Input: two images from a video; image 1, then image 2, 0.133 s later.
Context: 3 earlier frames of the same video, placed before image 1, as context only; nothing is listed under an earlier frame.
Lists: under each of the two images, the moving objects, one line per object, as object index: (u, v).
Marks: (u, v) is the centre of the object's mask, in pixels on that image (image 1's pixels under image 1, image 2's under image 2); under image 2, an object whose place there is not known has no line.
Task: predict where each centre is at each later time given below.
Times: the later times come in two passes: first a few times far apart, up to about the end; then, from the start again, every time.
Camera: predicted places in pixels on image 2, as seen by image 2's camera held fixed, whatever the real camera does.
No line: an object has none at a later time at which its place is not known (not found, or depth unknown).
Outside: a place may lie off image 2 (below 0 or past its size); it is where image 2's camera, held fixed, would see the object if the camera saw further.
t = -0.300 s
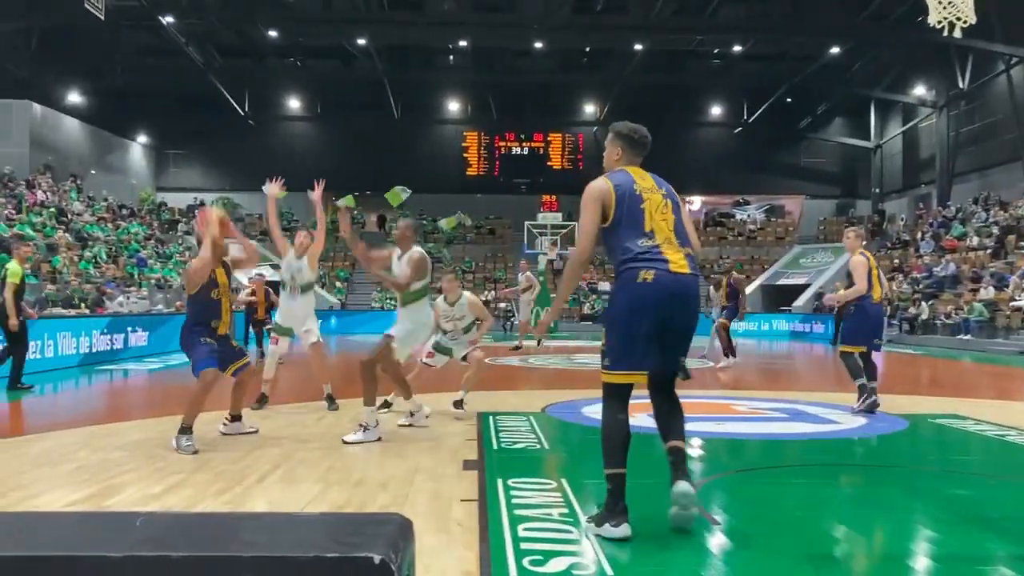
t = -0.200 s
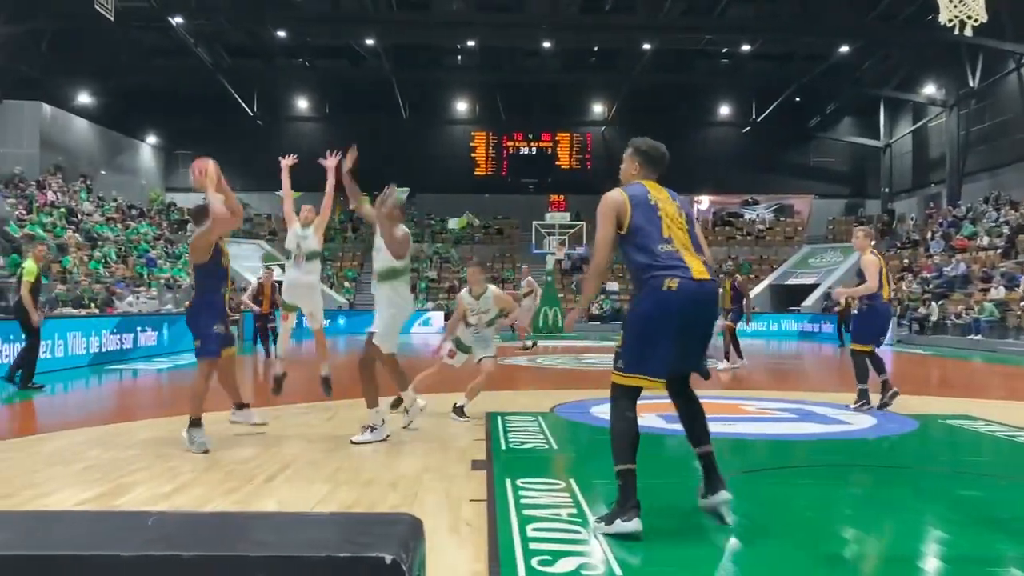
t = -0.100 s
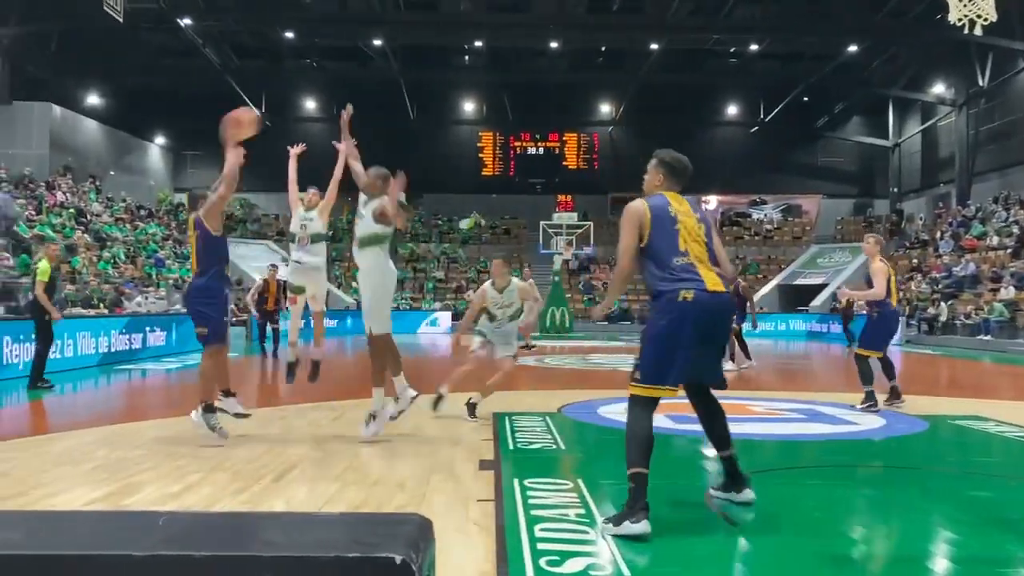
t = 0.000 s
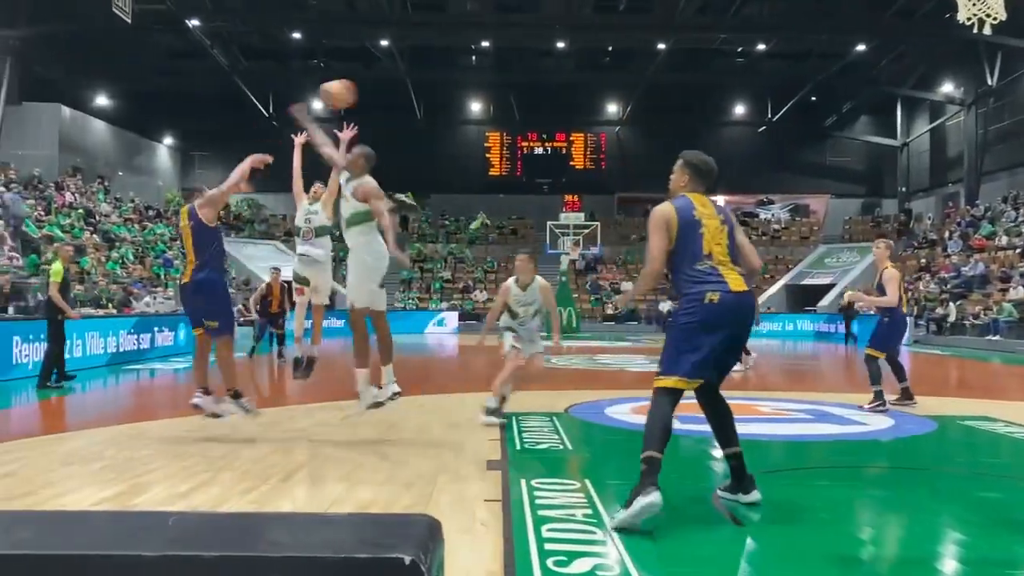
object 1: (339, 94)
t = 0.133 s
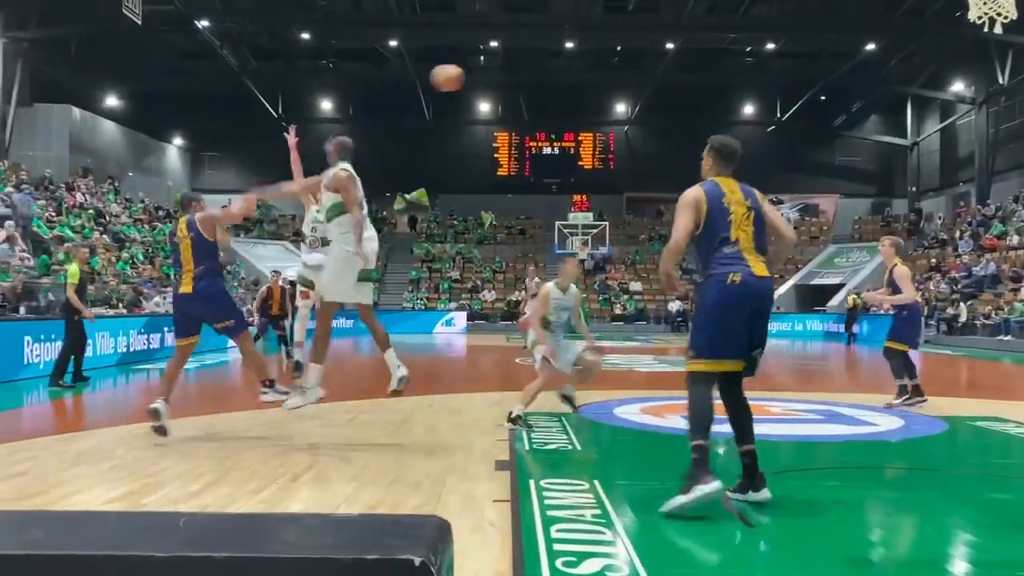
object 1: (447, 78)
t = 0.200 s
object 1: (492, 76)
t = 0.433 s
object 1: (625, 101)
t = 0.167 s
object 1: (470, 76)
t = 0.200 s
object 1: (492, 76)
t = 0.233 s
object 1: (514, 76)
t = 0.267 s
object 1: (534, 78)
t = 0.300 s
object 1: (553, 81)
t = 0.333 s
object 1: (573, 85)
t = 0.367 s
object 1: (591, 89)
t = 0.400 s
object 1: (608, 94)
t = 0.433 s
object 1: (625, 101)
